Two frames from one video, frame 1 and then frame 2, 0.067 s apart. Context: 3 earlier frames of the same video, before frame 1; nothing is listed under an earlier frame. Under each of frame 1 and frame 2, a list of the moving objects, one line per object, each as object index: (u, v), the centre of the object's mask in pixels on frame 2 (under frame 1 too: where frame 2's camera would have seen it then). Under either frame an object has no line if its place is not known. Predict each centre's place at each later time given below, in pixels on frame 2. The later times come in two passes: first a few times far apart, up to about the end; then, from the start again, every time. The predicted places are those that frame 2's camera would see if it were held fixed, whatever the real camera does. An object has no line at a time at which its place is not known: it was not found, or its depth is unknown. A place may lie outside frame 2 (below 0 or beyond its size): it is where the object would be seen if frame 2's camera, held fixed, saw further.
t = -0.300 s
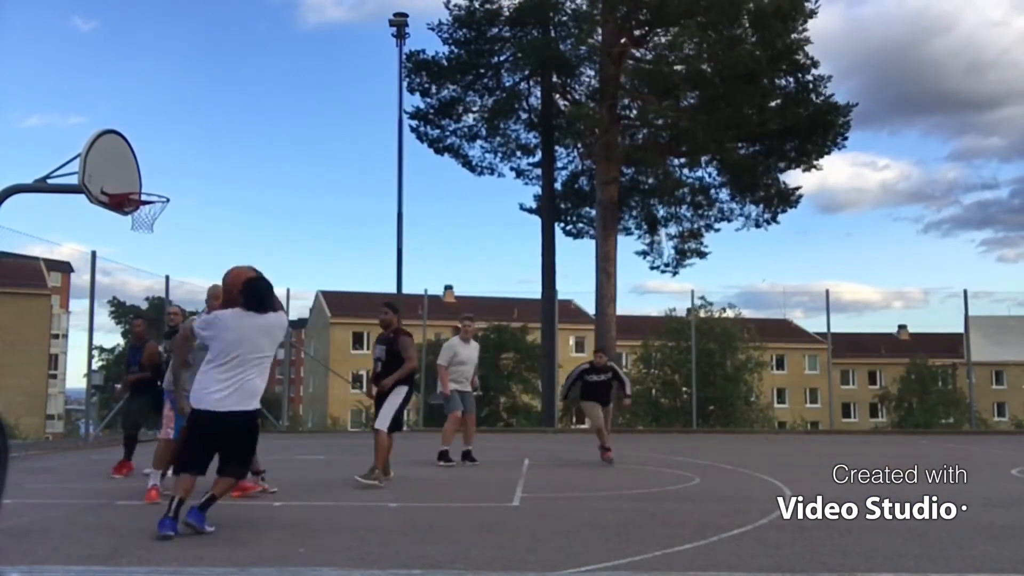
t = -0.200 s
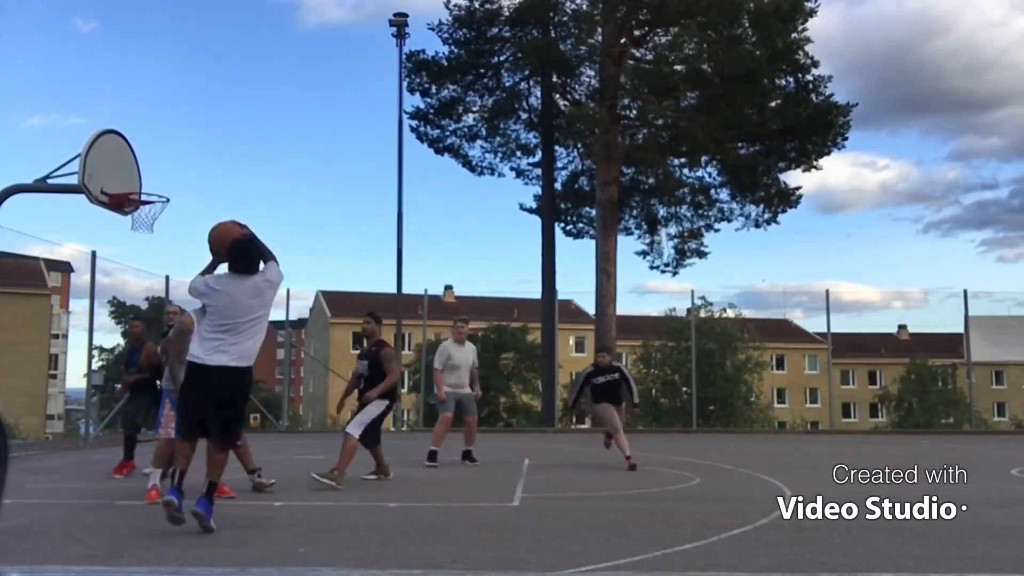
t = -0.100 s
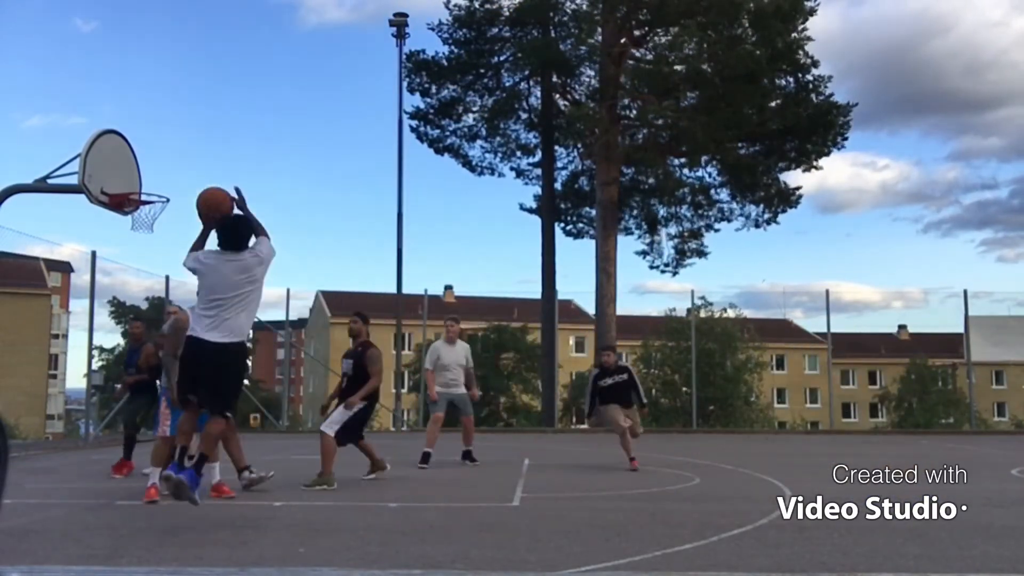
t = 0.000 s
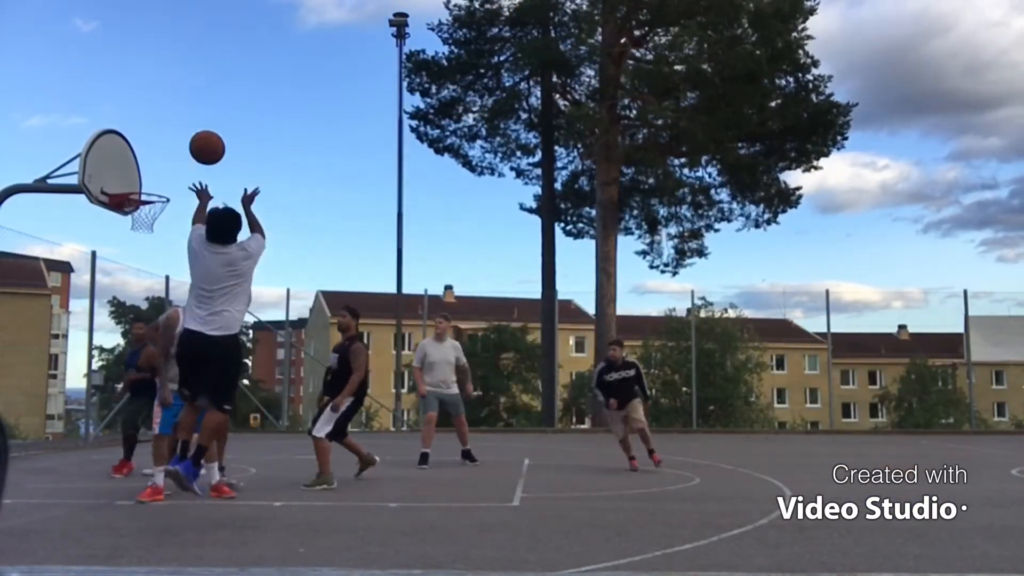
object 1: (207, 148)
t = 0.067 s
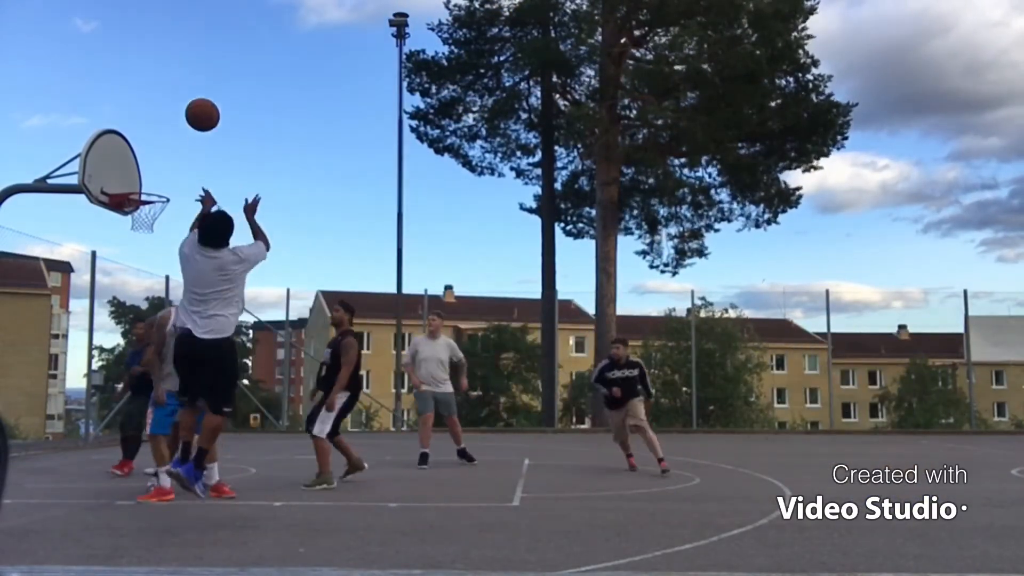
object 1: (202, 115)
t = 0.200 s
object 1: (193, 73)
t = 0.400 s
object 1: (181, 57)
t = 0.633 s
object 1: (167, 89)
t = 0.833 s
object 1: (156, 150)
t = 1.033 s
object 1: (157, 149)
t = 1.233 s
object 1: (169, 105)
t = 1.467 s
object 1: (182, 100)
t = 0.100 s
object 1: (200, 102)
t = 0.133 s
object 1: (198, 90)
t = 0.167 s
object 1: (196, 81)
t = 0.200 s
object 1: (193, 73)
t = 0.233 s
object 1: (191, 67)
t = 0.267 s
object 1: (189, 62)
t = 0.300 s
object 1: (187, 59)
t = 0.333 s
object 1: (185, 57)
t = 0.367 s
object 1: (183, 56)
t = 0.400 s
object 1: (181, 57)
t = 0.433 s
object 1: (179, 58)
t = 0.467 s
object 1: (177, 61)
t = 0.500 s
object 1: (175, 65)
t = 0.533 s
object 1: (173, 70)
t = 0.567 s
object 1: (171, 75)
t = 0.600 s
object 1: (169, 82)
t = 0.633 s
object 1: (167, 89)
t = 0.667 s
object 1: (165, 98)
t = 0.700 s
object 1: (164, 107)
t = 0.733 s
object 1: (161, 116)
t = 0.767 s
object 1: (159, 127)
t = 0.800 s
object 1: (158, 138)
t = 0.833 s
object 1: (156, 150)
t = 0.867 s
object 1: (154, 163)
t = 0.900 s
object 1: (152, 176)
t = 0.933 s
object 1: (151, 184)
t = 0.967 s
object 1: (153, 171)
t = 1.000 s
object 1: (155, 159)
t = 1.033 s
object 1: (157, 149)
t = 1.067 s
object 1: (159, 139)
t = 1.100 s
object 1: (161, 131)
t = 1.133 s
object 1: (163, 123)
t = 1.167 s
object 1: (165, 116)
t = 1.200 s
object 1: (167, 110)
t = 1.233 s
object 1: (169, 105)
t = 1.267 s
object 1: (171, 101)
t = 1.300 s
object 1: (173, 99)
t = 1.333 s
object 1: (175, 97)
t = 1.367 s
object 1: (177, 96)
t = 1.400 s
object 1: (178, 96)
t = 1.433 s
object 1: (180, 97)
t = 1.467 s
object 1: (182, 100)
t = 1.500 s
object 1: (184, 104)
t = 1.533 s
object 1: (185, 109)
